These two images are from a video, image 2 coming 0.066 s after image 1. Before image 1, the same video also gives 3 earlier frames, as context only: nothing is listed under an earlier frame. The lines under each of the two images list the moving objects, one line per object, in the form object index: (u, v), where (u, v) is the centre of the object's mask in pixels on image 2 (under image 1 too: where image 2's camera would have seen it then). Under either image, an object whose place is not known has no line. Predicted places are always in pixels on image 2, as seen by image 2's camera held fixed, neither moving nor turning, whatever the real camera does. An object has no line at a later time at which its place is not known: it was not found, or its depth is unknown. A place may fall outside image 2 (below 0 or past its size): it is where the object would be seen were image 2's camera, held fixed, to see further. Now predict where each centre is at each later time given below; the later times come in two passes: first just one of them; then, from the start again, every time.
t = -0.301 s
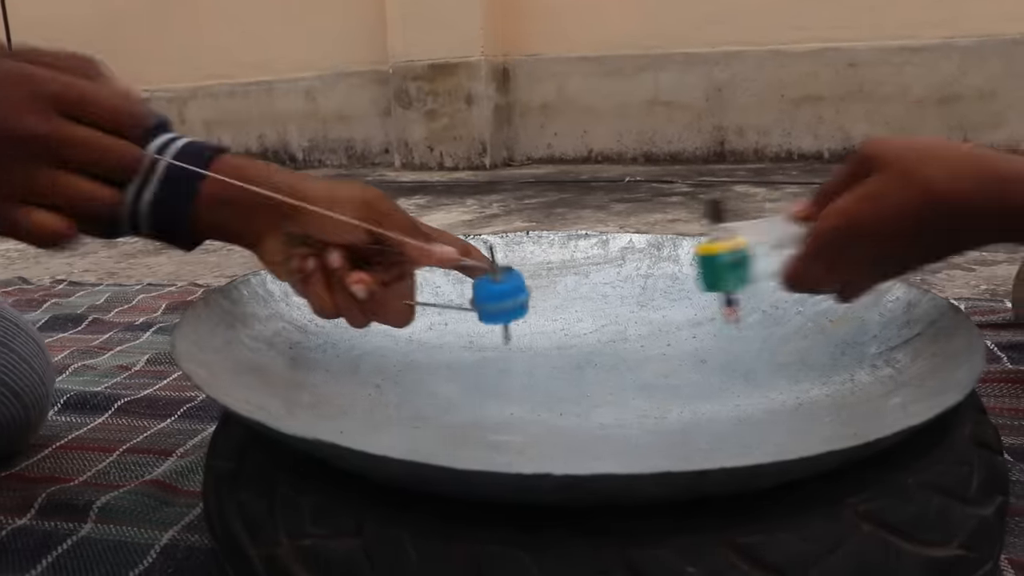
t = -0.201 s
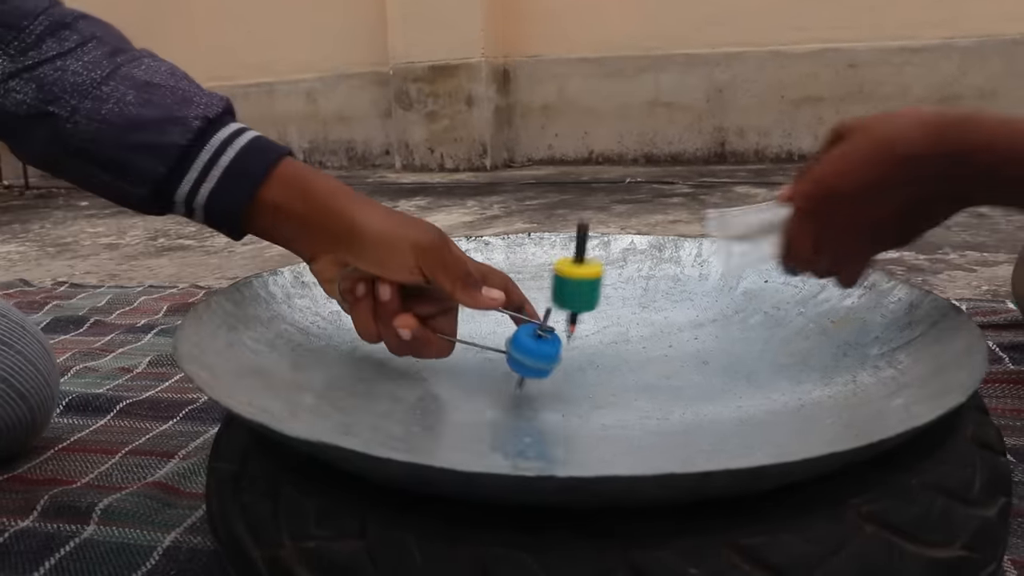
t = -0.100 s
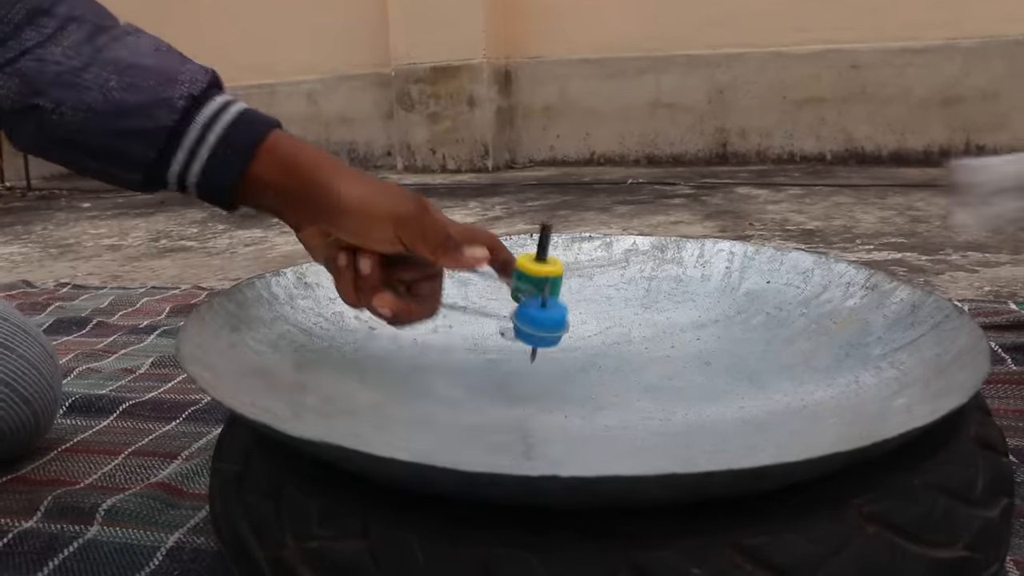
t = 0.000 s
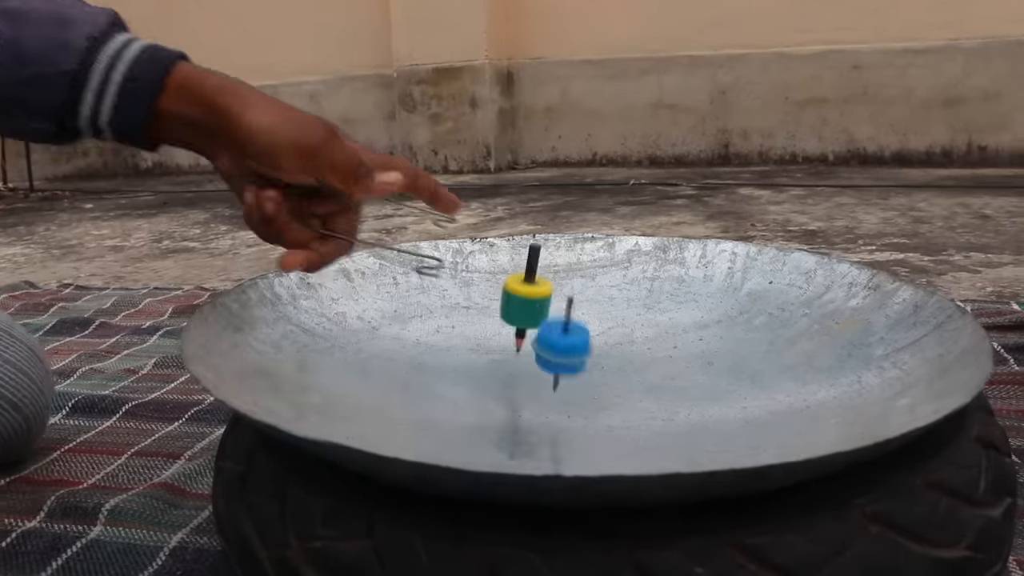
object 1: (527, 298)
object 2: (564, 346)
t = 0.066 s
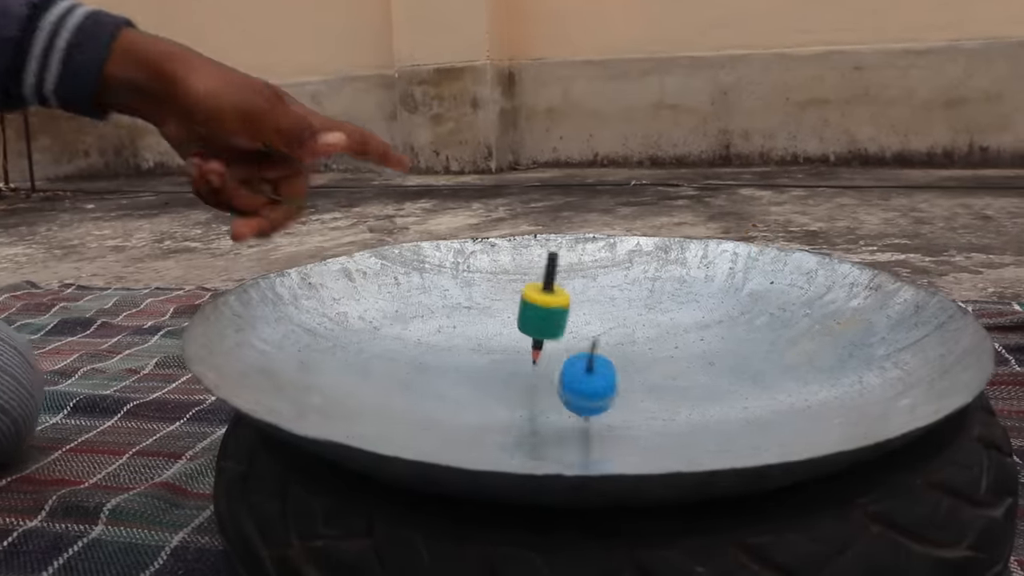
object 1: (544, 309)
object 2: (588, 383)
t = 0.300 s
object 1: (656, 335)
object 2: (635, 394)
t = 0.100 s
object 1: (558, 315)
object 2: (595, 385)
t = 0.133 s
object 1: (574, 325)
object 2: (603, 390)
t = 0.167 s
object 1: (594, 327)
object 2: (611, 393)
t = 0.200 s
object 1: (612, 328)
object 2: (616, 395)
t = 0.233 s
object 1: (629, 330)
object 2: (623, 395)
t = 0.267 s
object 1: (643, 332)
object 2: (629, 394)
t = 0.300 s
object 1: (656, 335)
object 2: (635, 394)
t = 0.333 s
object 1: (667, 337)
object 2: (640, 394)
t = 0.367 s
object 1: (673, 338)
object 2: (643, 393)
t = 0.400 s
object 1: (678, 341)
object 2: (646, 392)
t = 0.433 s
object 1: (683, 344)
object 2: (649, 391)
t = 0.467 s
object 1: (687, 346)
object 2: (651, 390)
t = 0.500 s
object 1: (690, 346)
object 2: (653, 390)
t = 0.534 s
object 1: (692, 348)
